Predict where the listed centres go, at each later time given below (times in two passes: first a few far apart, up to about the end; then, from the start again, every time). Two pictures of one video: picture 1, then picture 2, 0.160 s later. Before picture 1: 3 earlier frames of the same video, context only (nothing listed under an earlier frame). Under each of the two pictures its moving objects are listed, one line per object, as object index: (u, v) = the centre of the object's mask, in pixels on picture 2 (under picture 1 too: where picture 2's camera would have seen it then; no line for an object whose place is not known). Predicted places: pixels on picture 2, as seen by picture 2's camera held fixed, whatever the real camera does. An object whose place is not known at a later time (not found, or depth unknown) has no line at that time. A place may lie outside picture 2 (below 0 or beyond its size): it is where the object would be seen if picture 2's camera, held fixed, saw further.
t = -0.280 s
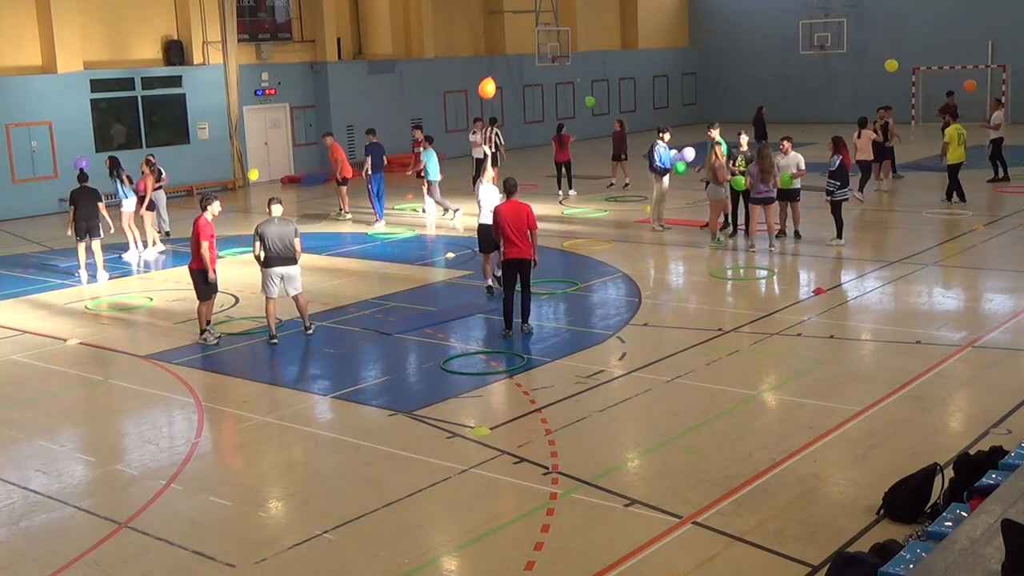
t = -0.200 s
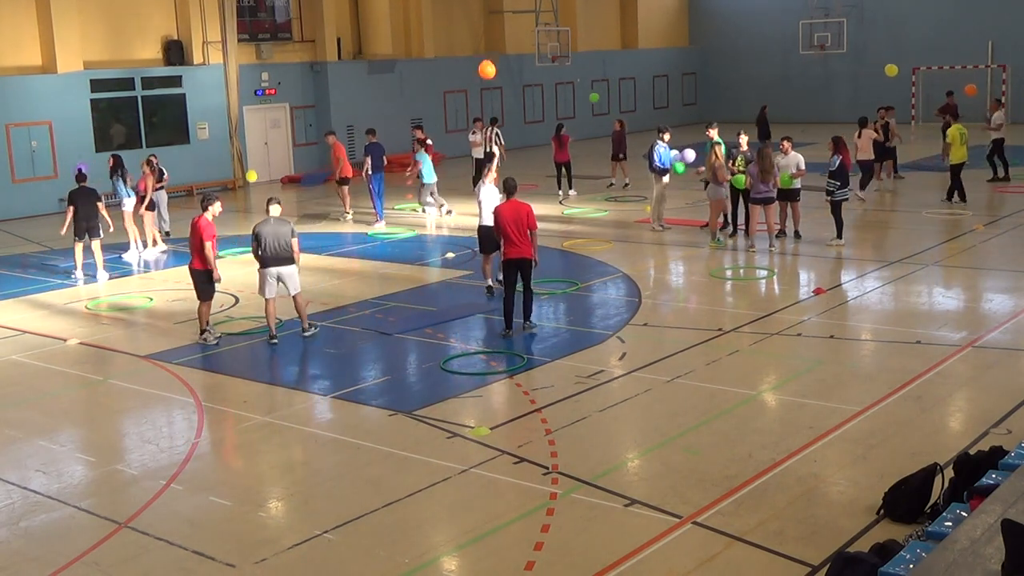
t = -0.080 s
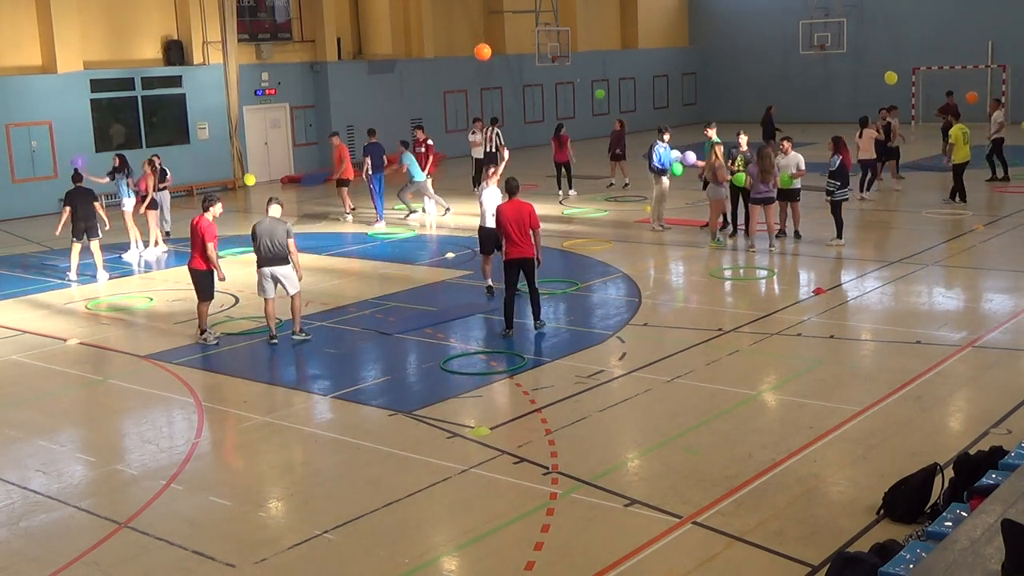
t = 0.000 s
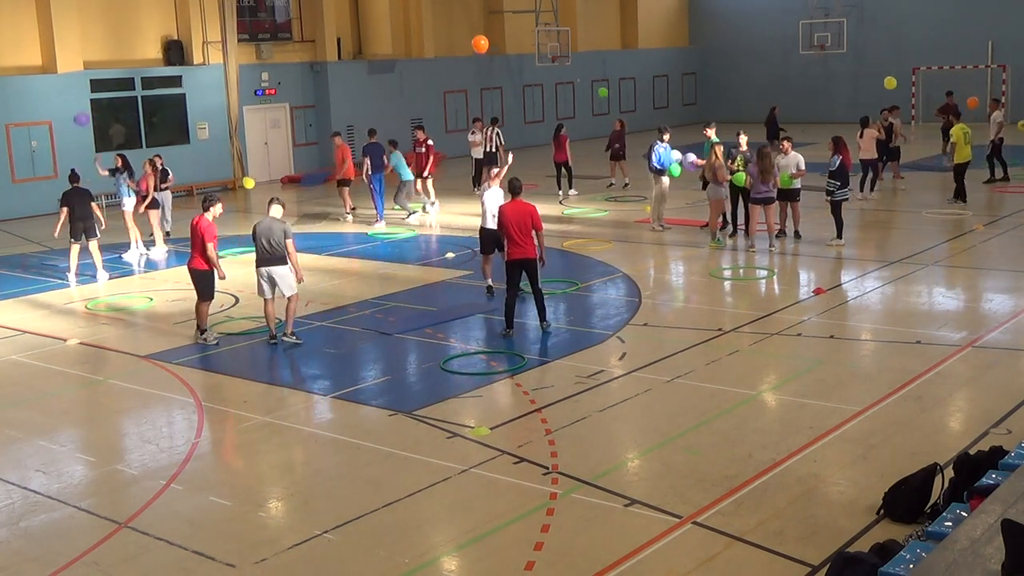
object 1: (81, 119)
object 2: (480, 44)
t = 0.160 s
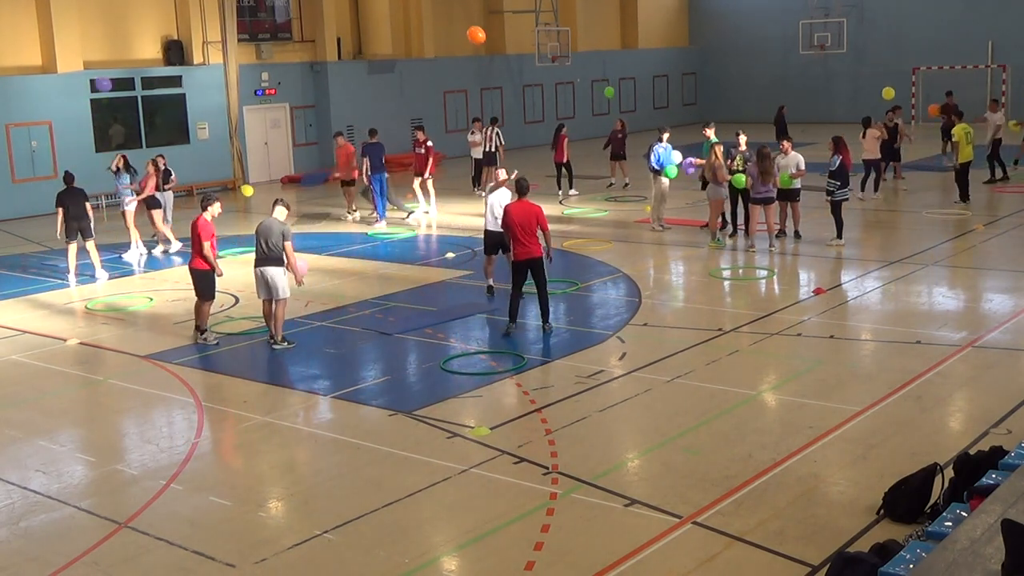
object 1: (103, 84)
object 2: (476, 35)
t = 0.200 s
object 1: (107, 81)
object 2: (475, 34)
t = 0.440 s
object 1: (120, 71)
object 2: (471, 34)
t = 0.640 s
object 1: (125, 71)
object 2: (471, 44)
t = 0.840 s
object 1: (128, 74)
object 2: (471, 61)
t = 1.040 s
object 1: (130, 79)
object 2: (473, 85)
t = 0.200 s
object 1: (107, 81)
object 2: (475, 34)
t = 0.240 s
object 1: (110, 78)
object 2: (474, 33)
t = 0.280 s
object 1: (113, 76)
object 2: (474, 32)
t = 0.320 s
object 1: (115, 74)
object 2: (473, 32)
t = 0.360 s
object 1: (117, 72)
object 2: (472, 33)
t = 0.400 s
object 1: (119, 71)
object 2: (472, 33)
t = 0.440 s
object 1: (120, 71)
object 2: (471, 34)
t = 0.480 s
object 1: (121, 71)
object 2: (471, 35)
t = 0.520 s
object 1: (123, 71)
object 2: (471, 37)
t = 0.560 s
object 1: (123, 71)
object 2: (471, 40)
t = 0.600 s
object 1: (124, 71)
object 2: (470, 42)
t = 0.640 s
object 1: (125, 71)
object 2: (471, 44)
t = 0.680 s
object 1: (126, 71)
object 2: (471, 48)
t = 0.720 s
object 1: (126, 72)
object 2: (470, 51)
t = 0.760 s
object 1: (127, 72)
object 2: (471, 54)
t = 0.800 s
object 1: (128, 73)
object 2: (471, 57)
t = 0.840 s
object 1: (128, 74)
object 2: (471, 61)
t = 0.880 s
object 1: (128, 75)
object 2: (471, 65)
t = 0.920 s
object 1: (128, 76)
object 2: (471, 70)
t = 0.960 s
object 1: (129, 77)
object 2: (472, 75)
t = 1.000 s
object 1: (129, 78)
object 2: (472, 79)
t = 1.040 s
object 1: (130, 79)
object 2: (473, 85)
